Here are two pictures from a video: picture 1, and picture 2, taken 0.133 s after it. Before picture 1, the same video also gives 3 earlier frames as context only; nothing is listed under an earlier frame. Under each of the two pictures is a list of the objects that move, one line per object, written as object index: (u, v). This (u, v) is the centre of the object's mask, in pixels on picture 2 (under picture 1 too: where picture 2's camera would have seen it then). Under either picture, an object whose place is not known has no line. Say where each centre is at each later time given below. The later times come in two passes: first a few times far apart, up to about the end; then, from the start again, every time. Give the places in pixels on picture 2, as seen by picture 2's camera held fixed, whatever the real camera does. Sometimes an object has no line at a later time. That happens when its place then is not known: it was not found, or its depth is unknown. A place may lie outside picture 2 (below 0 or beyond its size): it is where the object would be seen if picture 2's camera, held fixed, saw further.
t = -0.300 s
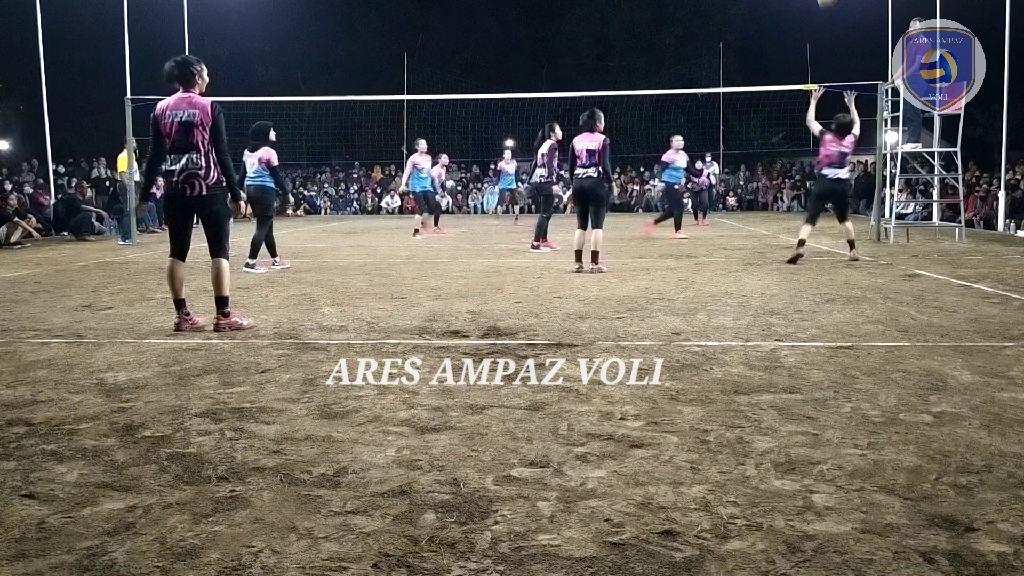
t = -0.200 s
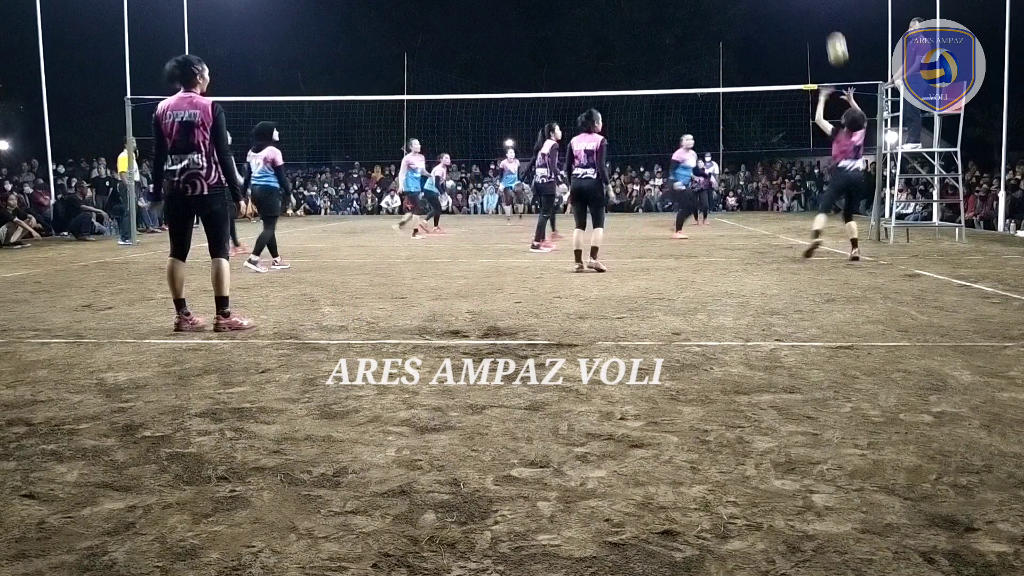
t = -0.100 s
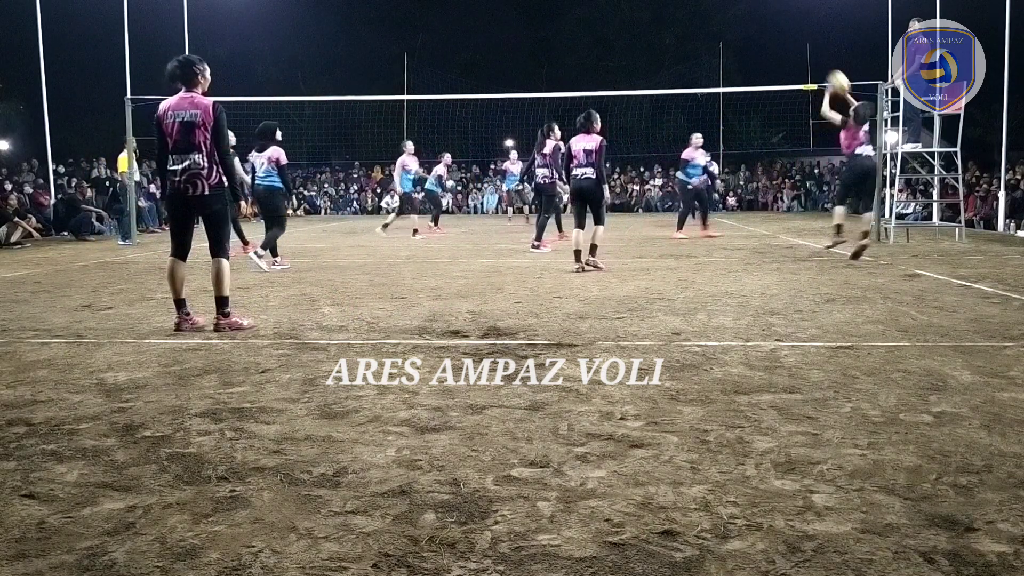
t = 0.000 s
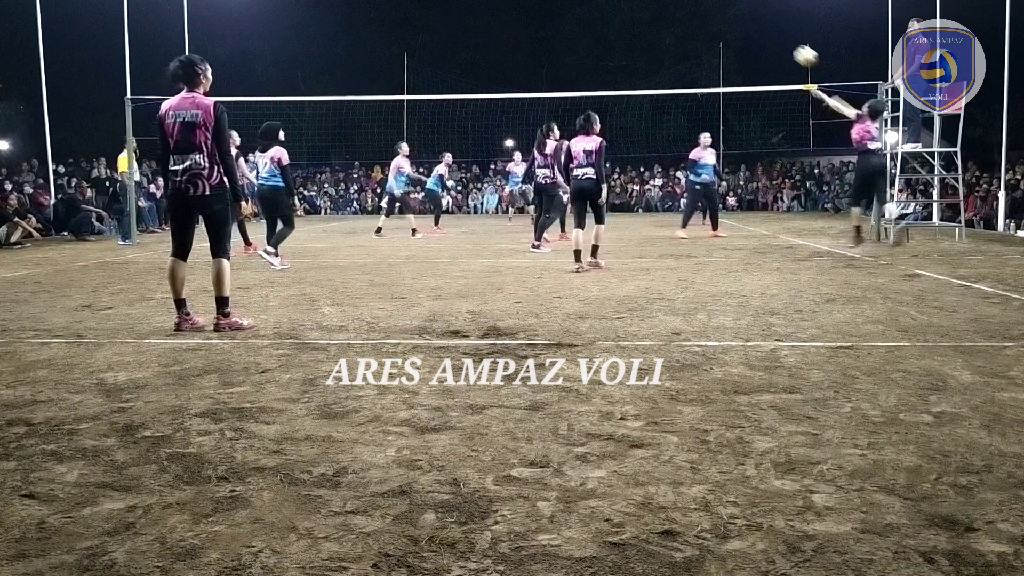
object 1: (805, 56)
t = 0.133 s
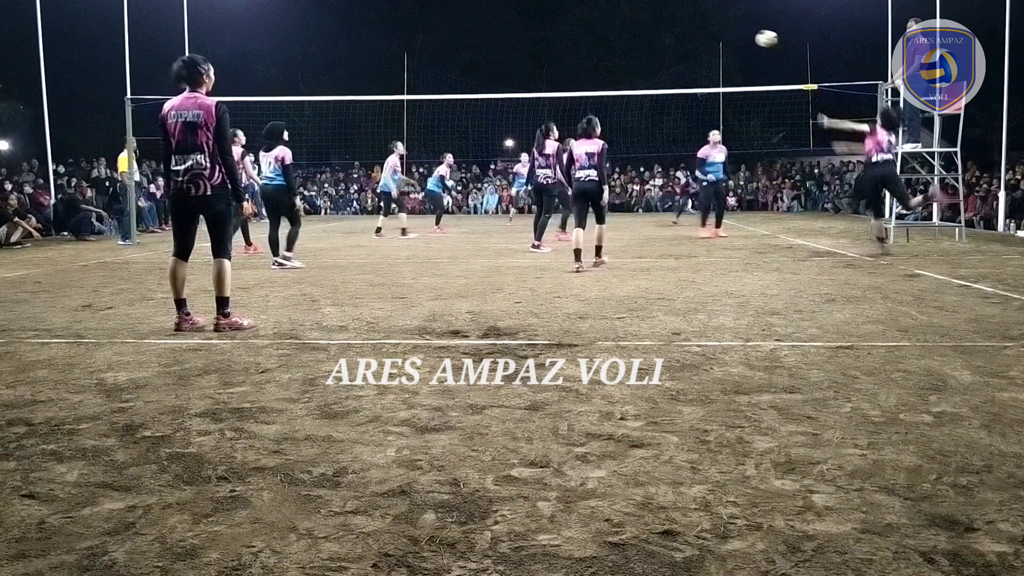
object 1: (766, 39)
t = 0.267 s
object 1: (735, 36)
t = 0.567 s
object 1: (685, 70)
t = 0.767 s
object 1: (660, 114)
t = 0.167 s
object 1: (758, 37)
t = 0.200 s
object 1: (750, 36)
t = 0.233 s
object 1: (742, 36)
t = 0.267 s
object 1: (735, 36)
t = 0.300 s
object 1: (729, 38)
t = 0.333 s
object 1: (722, 40)
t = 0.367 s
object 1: (716, 42)
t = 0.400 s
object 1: (711, 45)
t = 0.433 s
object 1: (705, 49)
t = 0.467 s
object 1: (700, 53)
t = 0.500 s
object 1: (694, 58)
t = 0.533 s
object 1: (689, 64)
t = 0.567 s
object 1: (685, 70)
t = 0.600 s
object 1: (680, 76)
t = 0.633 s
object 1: (676, 82)
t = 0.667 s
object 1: (672, 89)
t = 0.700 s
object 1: (667, 98)
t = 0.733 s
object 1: (664, 105)
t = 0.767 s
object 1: (660, 114)
